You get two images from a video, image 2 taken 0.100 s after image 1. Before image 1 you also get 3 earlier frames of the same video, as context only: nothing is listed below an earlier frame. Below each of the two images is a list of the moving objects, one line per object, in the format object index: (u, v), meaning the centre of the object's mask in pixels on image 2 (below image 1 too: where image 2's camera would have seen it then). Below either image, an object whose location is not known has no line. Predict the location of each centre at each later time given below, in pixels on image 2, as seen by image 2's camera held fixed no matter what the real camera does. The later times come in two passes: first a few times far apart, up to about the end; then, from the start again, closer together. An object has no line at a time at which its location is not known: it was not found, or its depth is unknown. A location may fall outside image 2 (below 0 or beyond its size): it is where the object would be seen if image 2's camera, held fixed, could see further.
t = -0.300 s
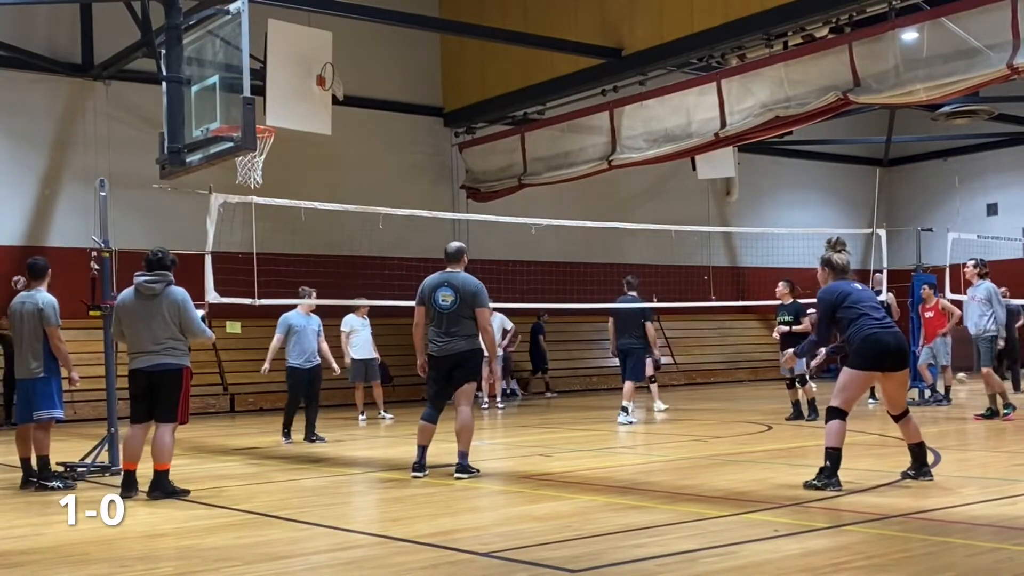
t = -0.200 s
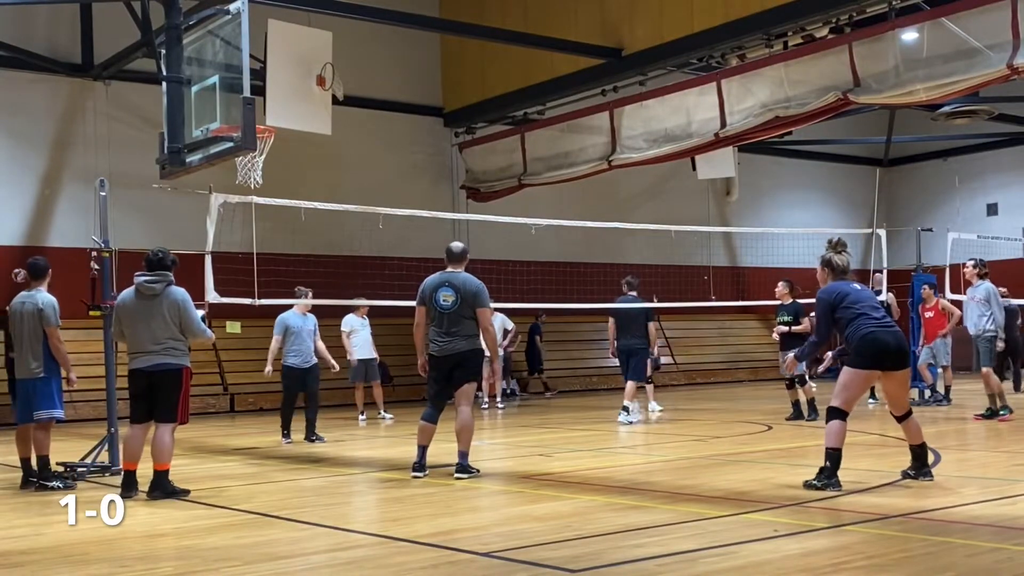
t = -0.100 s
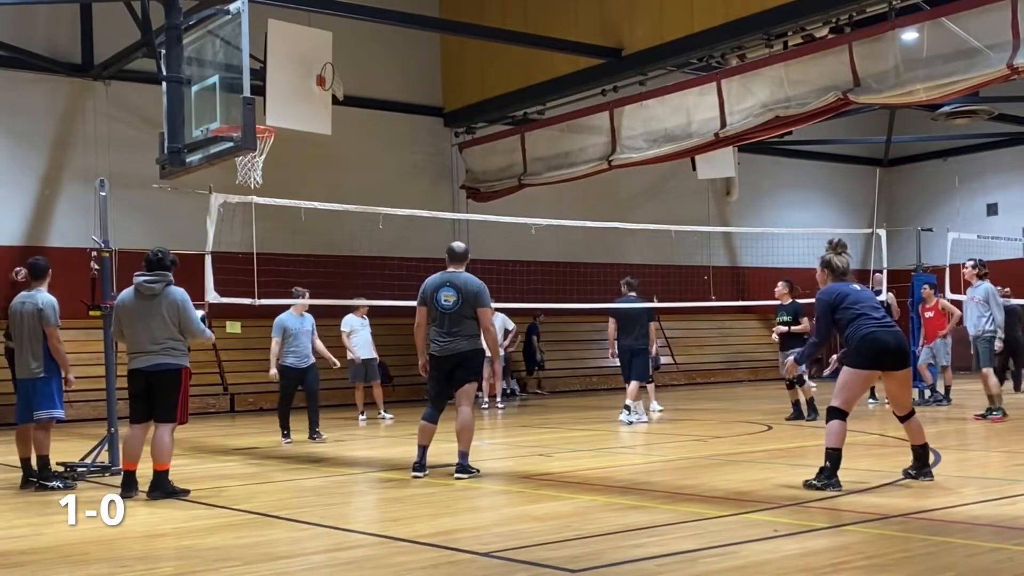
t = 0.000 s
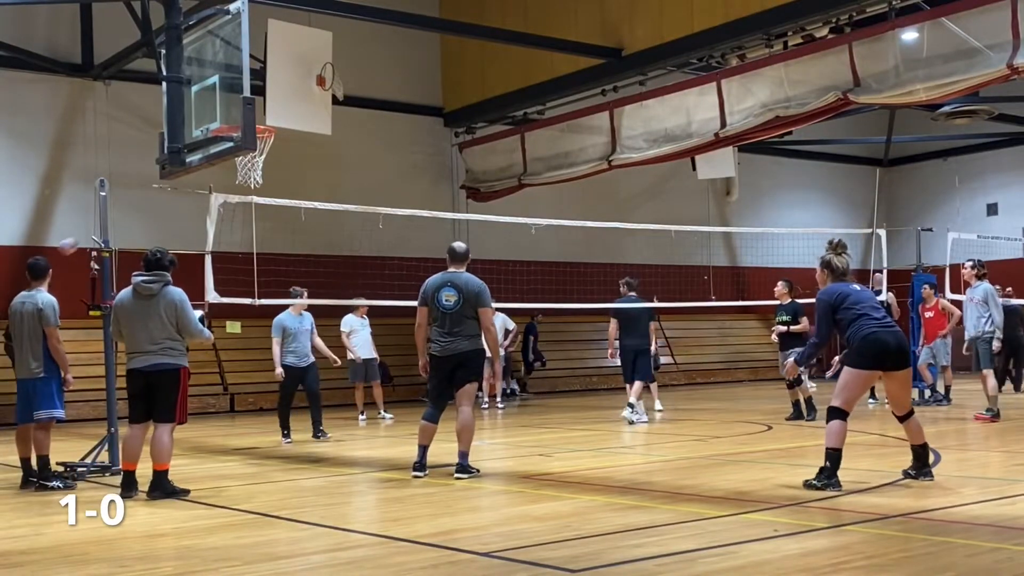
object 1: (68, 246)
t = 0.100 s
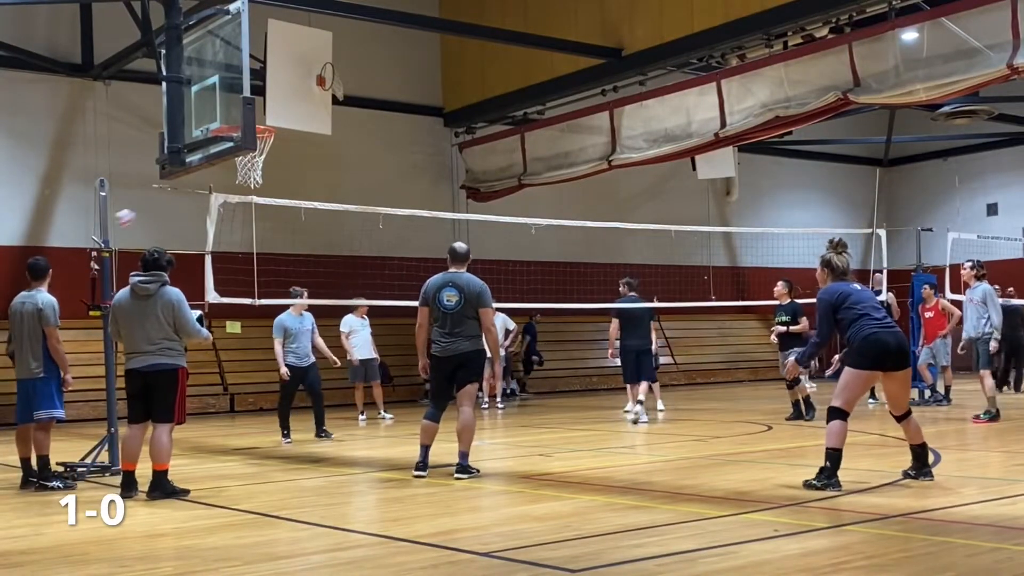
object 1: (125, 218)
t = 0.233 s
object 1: (207, 187)
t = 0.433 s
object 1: (350, 169)
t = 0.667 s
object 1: (561, 193)
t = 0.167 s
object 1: (164, 202)
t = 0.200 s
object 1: (185, 195)
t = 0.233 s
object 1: (207, 187)
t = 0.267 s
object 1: (227, 184)
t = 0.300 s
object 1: (248, 179)
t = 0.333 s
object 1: (275, 175)
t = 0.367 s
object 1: (298, 172)
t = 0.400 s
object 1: (323, 170)
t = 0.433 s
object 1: (350, 169)
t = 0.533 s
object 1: (434, 172)
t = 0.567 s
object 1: (463, 175)
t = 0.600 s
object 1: (493, 180)
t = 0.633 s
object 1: (527, 185)
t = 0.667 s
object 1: (561, 193)
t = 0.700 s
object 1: (595, 203)
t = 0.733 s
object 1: (632, 212)
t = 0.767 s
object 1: (670, 227)
